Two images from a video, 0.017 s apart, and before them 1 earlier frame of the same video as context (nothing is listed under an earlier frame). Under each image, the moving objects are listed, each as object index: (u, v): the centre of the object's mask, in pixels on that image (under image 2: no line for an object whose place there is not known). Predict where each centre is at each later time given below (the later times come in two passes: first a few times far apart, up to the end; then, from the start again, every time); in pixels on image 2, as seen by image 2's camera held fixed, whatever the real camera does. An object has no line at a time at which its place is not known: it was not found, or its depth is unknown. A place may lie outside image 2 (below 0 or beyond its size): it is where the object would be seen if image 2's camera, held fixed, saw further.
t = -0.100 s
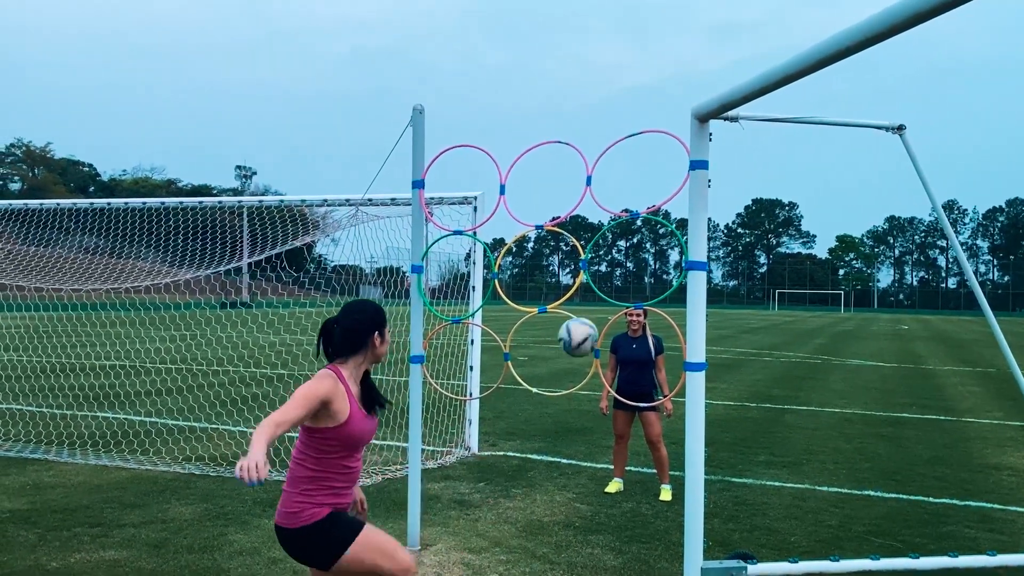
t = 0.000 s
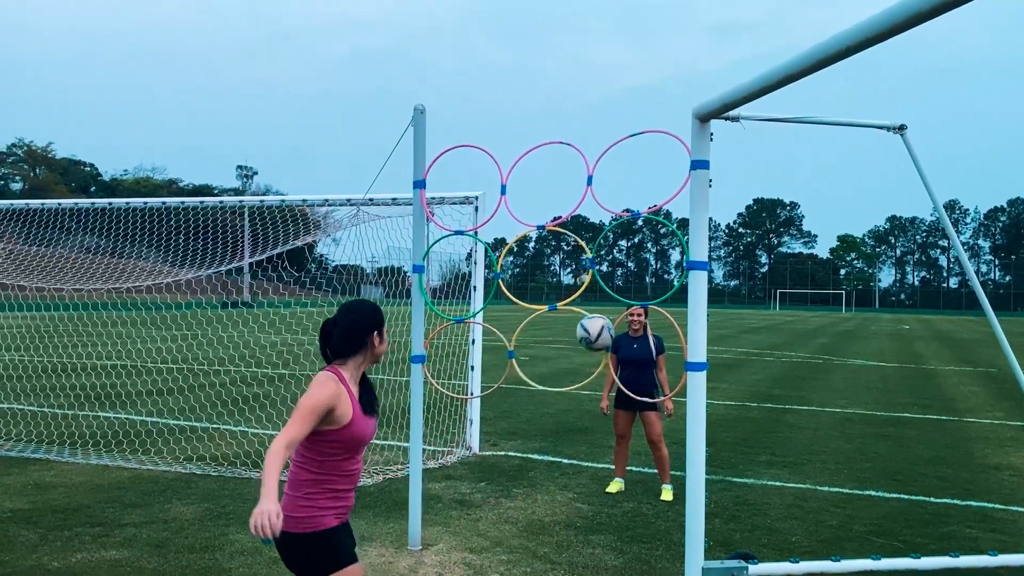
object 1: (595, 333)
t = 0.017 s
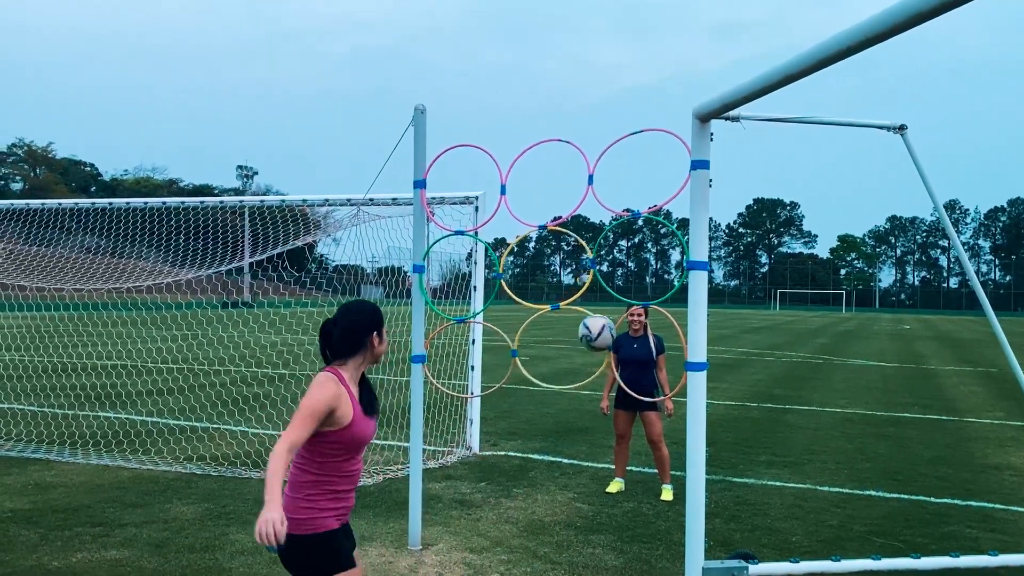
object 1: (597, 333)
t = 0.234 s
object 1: (580, 380)
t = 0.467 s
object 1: (528, 490)
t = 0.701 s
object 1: (495, 490)
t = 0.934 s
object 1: (474, 471)
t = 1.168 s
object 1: (451, 539)
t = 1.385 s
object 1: (435, 508)
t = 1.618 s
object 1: (448, 533)
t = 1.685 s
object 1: (450, 529)
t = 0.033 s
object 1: (598, 334)
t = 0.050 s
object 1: (598, 335)
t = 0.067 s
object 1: (598, 336)
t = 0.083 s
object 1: (597, 339)
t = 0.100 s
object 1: (596, 342)
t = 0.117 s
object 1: (595, 345)
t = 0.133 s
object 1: (594, 349)
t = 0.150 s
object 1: (593, 354)
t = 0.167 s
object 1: (592, 359)
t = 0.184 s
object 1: (589, 364)
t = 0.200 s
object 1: (587, 369)
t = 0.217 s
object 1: (583, 374)
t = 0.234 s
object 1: (580, 380)
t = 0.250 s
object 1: (577, 386)
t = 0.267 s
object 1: (573, 391)
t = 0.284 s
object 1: (568, 395)
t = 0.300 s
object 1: (566, 403)
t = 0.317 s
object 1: (563, 410)
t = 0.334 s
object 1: (559, 417)
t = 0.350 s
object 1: (554, 425)
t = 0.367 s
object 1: (551, 432)
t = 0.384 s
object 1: (547, 441)
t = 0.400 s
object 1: (543, 450)
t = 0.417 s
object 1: (539, 459)
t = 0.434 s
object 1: (535, 469)
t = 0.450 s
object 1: (532, 479)
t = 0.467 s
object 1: (528, 490)
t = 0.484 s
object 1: (525, 500)
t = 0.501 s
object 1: (521, 512)
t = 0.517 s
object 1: (517, 524)
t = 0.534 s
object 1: (513, 536)
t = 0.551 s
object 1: (508, 547)
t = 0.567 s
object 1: (507, 541)
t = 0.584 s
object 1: (506, 533)
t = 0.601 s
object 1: (504, 525)
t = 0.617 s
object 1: (503, 518)
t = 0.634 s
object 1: (501, 512)
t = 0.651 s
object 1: (500, 506)
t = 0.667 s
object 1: (498, 500)
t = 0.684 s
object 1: (497, 494)
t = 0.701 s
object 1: (495, 490)
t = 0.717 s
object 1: (494, 485)
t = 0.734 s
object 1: (492, 481)
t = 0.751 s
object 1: (491, 478)
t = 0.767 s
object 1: (490, 475)
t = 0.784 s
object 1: (488, 472)
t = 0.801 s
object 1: (487, 470)
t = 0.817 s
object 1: (485, 469)
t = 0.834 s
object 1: (484, 468)
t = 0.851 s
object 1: (482, 468)
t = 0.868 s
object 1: (480, 467)
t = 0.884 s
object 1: (479, 466)
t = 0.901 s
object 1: (477, 468)
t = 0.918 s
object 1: (475, 469)
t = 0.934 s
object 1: (474, 471)
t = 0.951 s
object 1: (472, 472)
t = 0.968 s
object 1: (471, 474)
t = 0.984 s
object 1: (469, 478)
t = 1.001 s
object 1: (468, 481)
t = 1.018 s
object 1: (466, 485)
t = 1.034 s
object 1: (464, 489)
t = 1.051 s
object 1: (463, 494)
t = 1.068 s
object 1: (461, 499)
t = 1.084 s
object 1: (459, 505)
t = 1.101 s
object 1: (458, 512)
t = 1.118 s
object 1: (456, 518)
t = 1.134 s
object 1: (454, 525)
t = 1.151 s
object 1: (453, 532)
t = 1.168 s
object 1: (451, 539)
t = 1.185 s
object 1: (450, 534)
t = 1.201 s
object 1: (448, 530)
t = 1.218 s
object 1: (447, 526)
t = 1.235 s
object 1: (445, 522)
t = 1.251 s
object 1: (444, 519)
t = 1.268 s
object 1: (443, 516)
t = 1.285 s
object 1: (441, 513)
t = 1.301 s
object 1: (440, 512)
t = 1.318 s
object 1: (438, 510)
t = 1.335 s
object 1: (437, 509)
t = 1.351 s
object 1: (436, 508)
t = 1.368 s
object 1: (434, 508)
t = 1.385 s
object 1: (435, 508)
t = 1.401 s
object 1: (436, 508)
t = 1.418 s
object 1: (437, 508)
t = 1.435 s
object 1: (438, 509)
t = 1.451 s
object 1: (439, 511)
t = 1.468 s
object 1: (440, 512)
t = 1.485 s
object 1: (441, 514)
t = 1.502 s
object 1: (442, 517)
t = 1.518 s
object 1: (443, 520)
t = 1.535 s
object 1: (444, 524)
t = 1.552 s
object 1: (445, 527)
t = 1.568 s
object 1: (446, 531)
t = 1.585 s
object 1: (447, 536)
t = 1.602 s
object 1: (448, 536)
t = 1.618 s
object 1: (448, 533)
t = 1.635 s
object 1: (449, 531)
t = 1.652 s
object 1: (449, 530)
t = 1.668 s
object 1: (450, 529)
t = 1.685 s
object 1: (450, 529)
